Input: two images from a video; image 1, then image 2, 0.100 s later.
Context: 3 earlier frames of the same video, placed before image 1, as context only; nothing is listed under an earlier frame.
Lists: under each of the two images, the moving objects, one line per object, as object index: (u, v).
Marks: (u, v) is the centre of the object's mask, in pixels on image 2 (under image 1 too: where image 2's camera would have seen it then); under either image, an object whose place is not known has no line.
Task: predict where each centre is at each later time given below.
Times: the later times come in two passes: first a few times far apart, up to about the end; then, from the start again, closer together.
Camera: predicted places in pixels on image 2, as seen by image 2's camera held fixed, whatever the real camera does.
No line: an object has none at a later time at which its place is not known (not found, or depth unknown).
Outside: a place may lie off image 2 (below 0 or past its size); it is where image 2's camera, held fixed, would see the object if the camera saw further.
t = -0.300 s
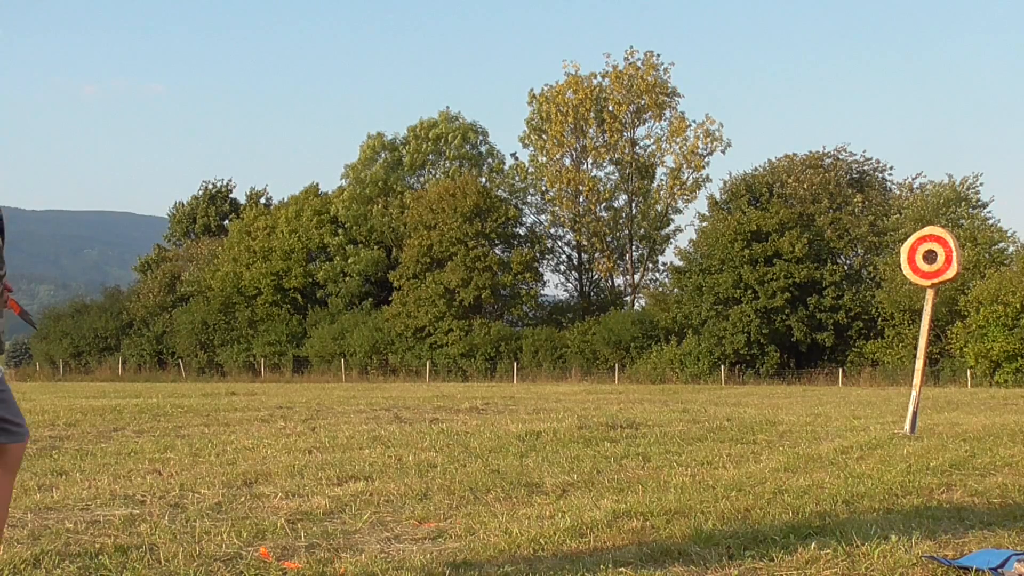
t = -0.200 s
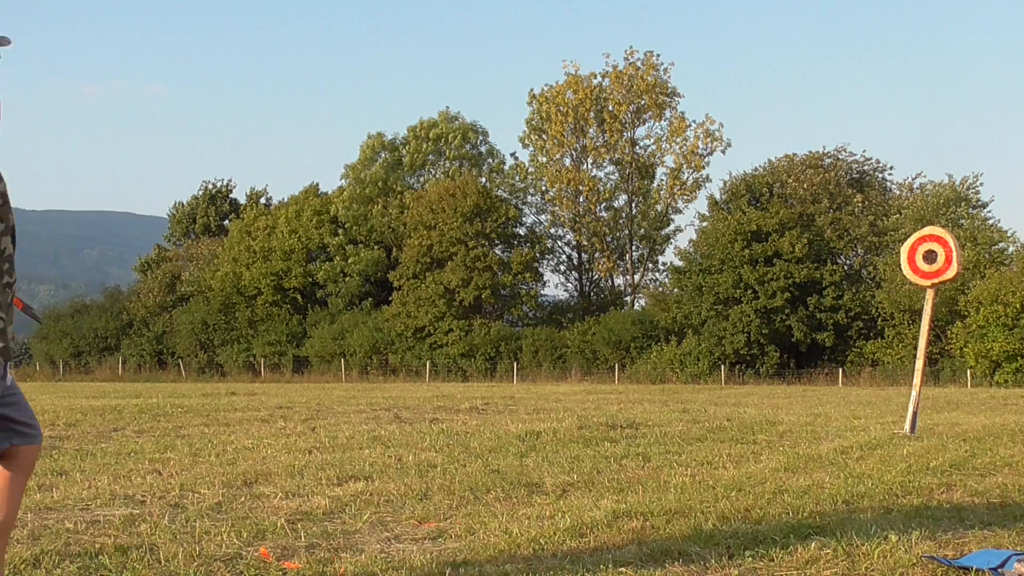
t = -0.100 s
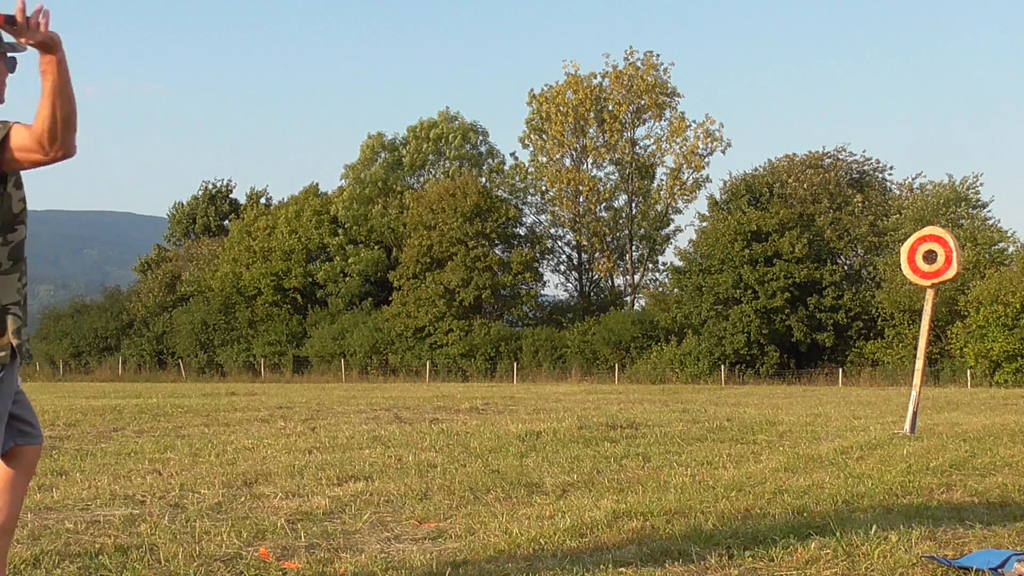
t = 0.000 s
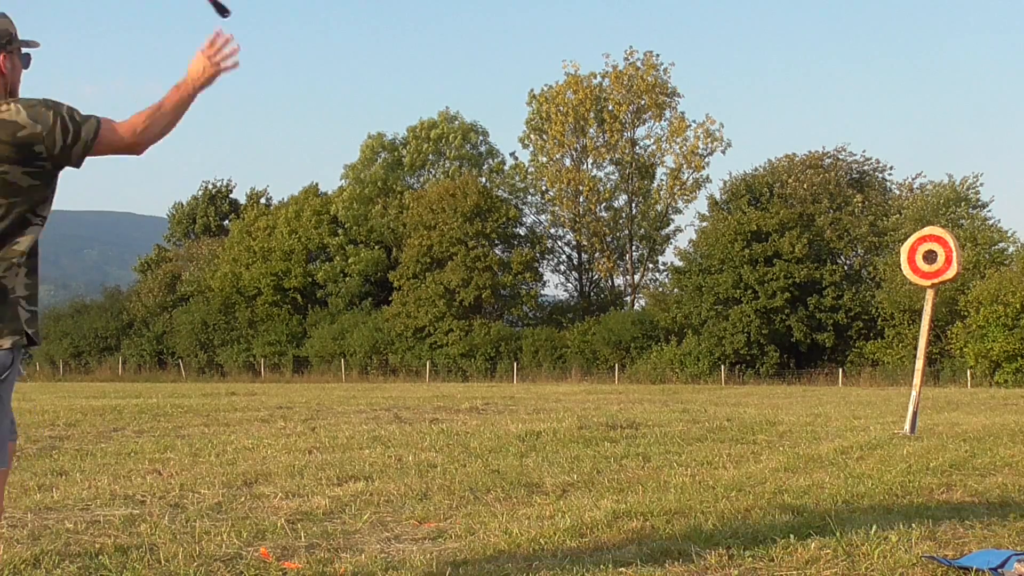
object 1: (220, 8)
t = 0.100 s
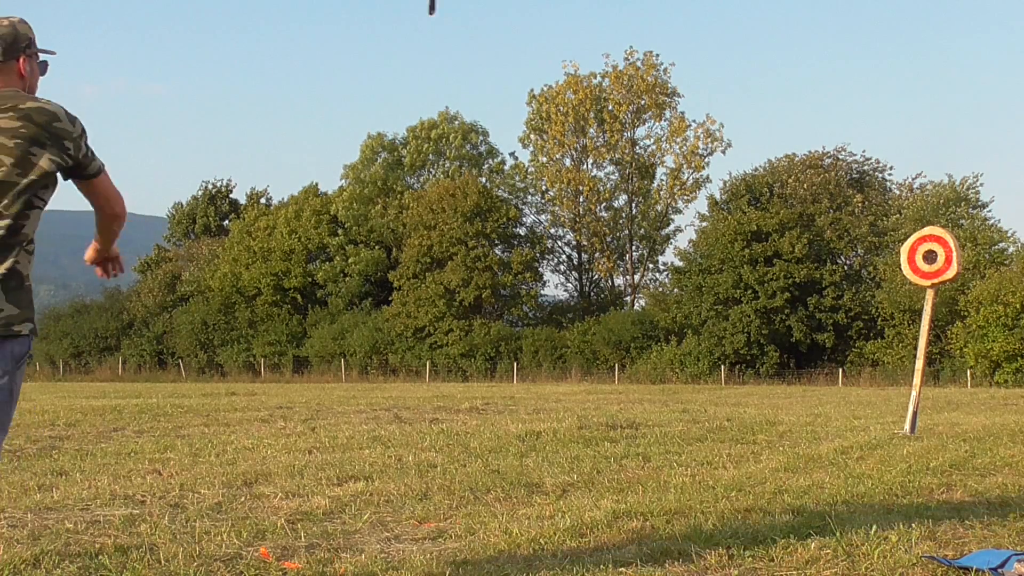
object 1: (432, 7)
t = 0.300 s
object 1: (703, 45)
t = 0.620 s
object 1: (928, 225)
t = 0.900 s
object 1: (942, 239)
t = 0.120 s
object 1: (465, 8)
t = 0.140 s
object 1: (497, 10)
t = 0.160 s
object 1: (527, 13)
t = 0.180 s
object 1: (556, 14)
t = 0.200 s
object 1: (584, 17)
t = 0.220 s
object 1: (610, 21)
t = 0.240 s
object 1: (635, 25)
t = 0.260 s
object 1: (659, 31)
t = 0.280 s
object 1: (681, 38)
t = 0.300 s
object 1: (703, 45)
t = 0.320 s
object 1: (721, 55)
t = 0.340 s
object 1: (738, 66)
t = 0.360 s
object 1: (756, 76)
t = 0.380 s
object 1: (773, 85)
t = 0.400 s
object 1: (790, 95)
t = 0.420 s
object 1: (804, 106)
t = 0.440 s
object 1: (818, 117)
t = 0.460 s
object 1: (832, 128)
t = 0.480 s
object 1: (846, 140)
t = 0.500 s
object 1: (860, 151)
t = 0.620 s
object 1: (928, 225)
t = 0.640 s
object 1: (940, 235)
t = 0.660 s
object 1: (942, 238)
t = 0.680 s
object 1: (944, 238)
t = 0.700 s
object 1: (945, 238)
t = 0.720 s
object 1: (947, 237)
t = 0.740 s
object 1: (947, 241)
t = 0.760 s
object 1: (946, 237)
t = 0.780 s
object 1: (945, 237)
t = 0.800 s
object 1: (944, 237)
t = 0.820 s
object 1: (943, 237)
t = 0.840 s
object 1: (942, 237)
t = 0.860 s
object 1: (943, 238)
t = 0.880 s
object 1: (941, 238)
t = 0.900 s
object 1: (942, 239)
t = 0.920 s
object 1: (942, 240)
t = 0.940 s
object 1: (943, 240)
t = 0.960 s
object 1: (944, 239)
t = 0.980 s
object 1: (944, 238)
